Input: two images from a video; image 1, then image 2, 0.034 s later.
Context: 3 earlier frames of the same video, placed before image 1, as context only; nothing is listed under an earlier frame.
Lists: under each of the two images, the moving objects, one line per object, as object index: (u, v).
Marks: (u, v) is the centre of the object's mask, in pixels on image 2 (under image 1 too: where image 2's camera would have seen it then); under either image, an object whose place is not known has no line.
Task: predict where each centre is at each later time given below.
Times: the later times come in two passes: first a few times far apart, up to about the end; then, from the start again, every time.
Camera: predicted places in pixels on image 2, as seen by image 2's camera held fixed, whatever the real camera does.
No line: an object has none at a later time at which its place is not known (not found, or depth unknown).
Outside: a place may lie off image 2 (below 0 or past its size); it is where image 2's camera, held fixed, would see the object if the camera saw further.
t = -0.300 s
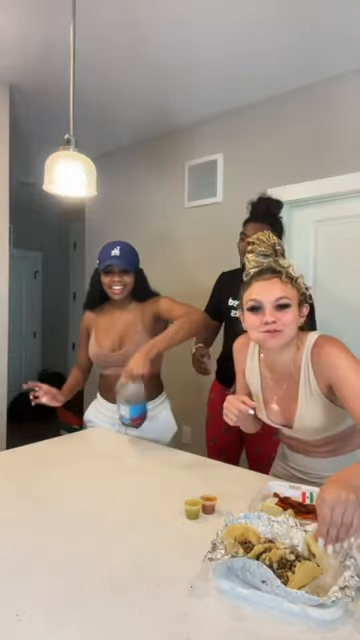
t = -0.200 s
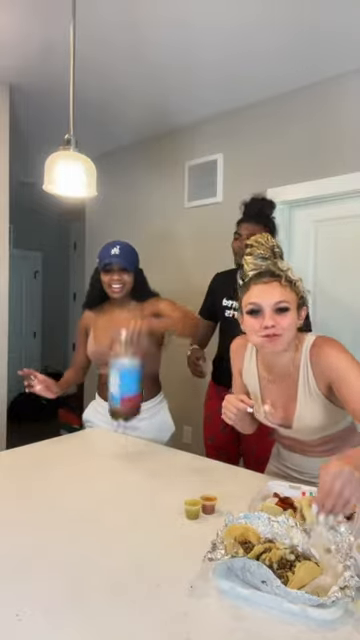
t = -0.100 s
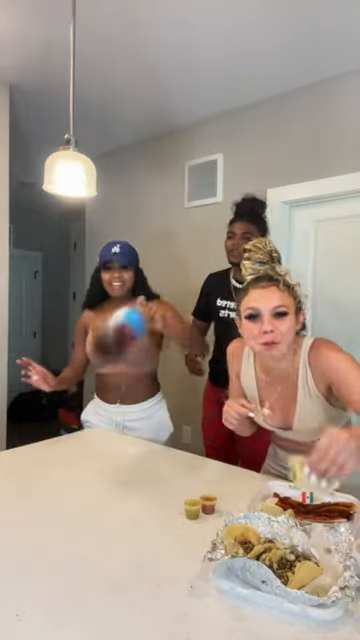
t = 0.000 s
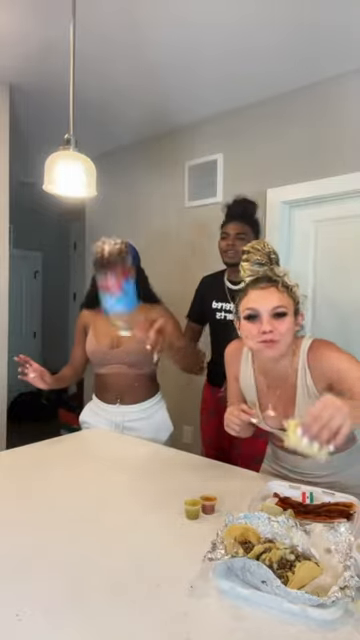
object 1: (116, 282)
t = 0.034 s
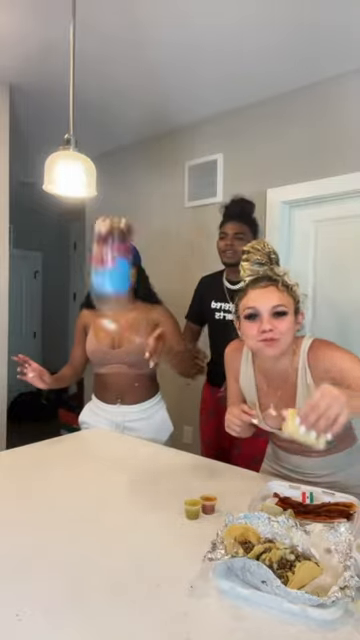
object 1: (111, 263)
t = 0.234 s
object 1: (103, 197)
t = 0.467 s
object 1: (113, 317)
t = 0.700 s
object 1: (118, 458)
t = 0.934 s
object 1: (124, 474)
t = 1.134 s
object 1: (123, 474)
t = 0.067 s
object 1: (105, 251)
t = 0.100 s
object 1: (101, 234)
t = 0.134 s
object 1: (98, 218)
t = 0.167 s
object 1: (99, 207)
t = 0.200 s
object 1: (101, 199)
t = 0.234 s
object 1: (103, 197)
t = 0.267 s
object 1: (104, 200)
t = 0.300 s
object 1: (105, 206)
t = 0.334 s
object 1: (106, 218)
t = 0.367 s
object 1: (108, 235)
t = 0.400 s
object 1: (109, 256)
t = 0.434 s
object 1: (112, 286)
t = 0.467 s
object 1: (113, 317)
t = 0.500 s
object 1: (113, 354)
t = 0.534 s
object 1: (114, 397)
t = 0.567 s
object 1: (116, 447)
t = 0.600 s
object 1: (118, 449)
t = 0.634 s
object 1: (119, 448)
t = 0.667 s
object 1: (119, 450)
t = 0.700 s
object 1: (118, 458)
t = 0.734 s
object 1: (116, 465)
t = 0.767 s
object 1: (115, 474)
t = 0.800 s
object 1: (117, 477)
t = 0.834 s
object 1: (120, 475)
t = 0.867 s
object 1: (123, 475)
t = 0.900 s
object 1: (124, 474)
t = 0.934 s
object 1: (124, 474)
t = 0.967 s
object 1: (123, 474)
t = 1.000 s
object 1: (123, 474)
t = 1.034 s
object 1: (123, 474)
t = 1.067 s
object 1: (123, 474)
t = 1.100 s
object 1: (123, 474)
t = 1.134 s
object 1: (123, 474)
